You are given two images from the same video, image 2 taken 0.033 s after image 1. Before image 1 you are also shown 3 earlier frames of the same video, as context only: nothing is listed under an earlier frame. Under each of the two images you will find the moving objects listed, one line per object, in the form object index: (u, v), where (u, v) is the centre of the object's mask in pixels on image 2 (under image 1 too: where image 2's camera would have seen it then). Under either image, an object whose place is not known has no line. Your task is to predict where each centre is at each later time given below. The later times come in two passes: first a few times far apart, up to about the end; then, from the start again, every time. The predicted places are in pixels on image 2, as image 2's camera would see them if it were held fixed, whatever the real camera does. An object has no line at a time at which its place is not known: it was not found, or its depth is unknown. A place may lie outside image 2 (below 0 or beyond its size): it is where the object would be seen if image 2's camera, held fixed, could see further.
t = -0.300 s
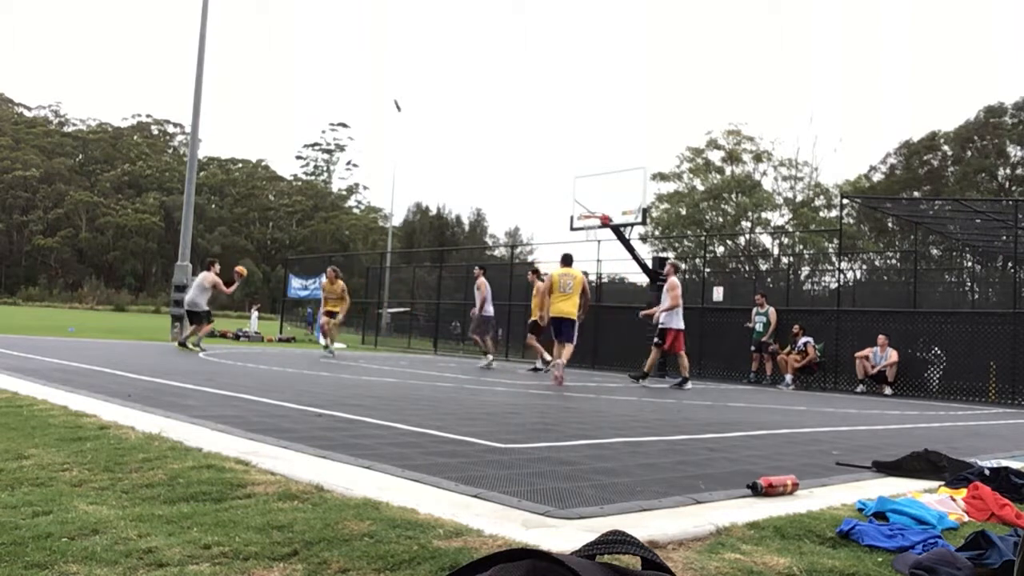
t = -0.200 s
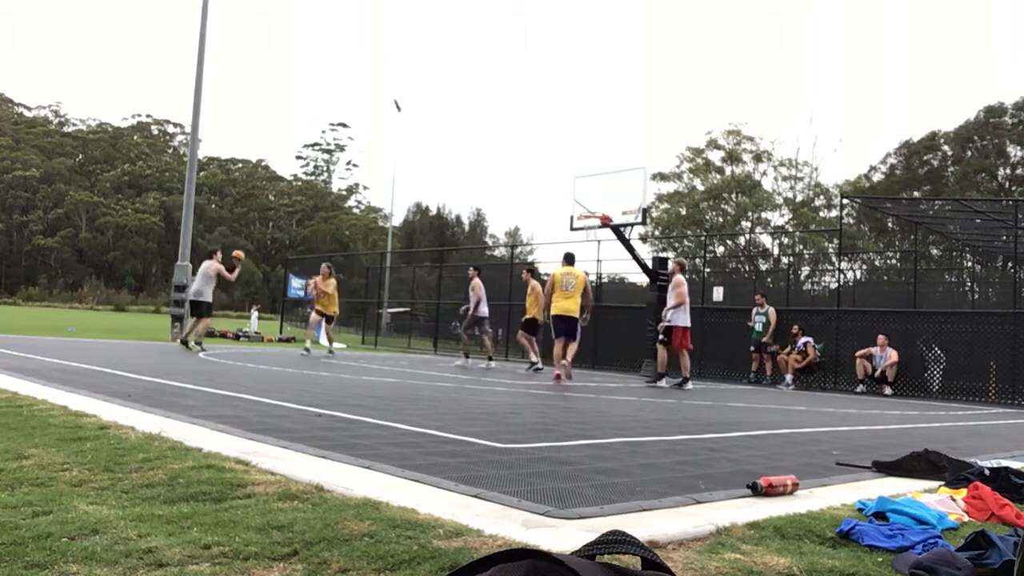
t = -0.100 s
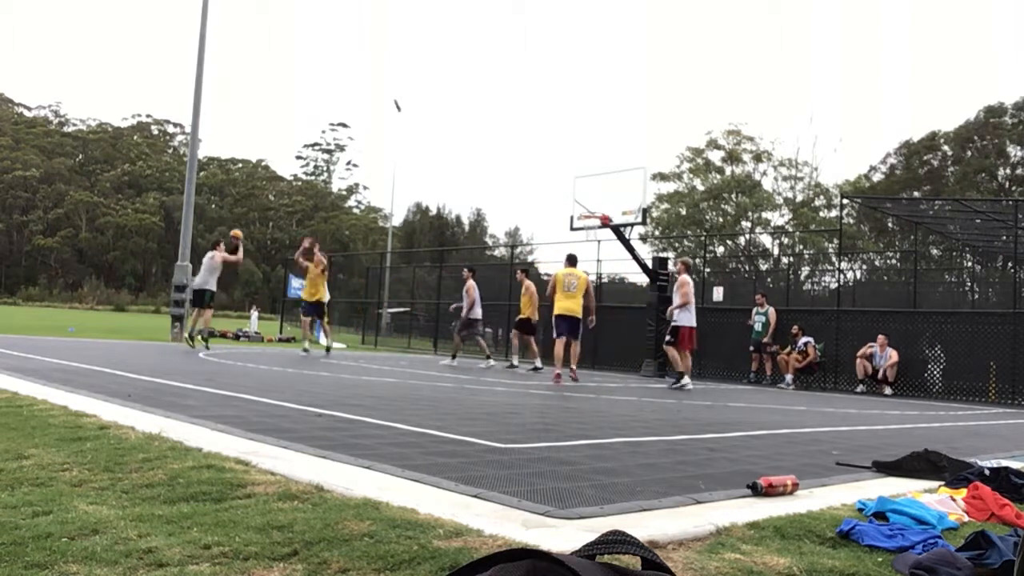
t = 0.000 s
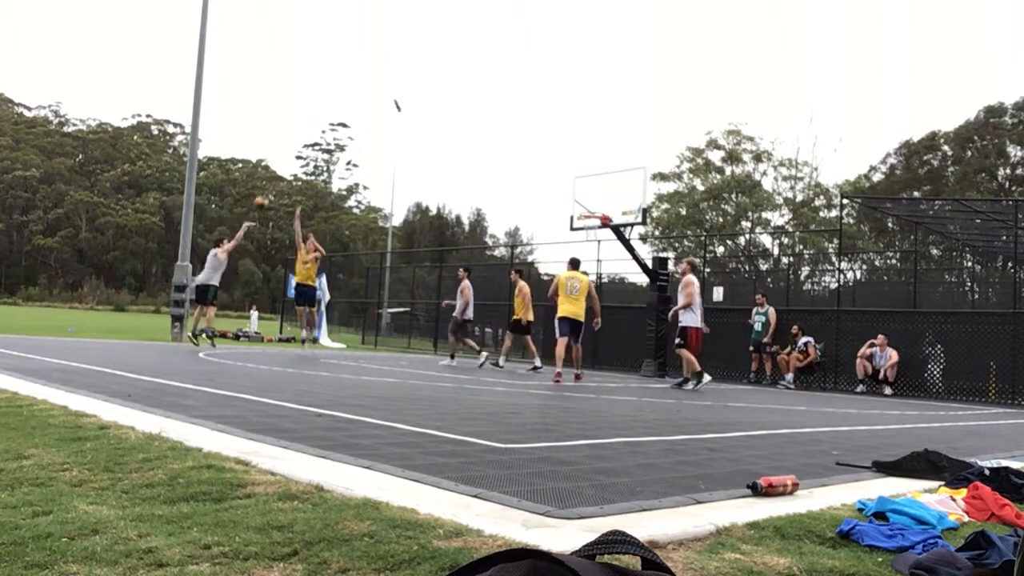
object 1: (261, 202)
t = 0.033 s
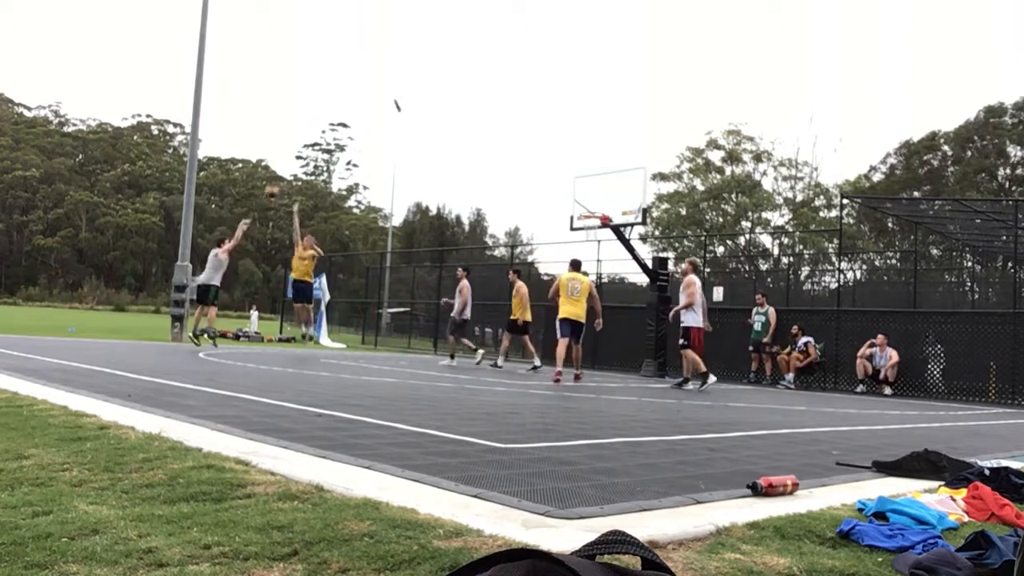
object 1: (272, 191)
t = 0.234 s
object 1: (331, 139)
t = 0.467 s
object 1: (395, 109)
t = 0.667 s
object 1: (448, 105)
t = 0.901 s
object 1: (506, 127)
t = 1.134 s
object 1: (561, 175)
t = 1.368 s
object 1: (605, 229)
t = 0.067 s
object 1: (281, 182)
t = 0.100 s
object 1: (292, 173)
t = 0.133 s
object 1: (302, 162)
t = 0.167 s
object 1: (311, 154)
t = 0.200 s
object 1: (320, 145)
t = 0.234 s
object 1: (331, 139)
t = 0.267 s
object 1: (339, 134)
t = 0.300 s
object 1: (350, 128)
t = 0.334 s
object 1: (359, 123)
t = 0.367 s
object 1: (368, 119)
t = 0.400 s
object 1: (377, 115)
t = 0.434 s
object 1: (386, 111)
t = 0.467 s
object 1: (395, 109)
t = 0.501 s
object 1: (403, 107)
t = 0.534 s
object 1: (413, 106)
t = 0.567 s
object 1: (422, 105)
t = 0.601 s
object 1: (430, 105)
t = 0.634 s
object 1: (439, 105)
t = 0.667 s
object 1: (448, 105)
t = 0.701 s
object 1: (456, 107)
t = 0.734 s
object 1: (465, 109)
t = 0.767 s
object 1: (473, 112)
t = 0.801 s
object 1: (481, 115)
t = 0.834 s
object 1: (490, 118)
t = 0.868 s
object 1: (498, 122)
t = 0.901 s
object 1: (506, 127)
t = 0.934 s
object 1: (514, 133)
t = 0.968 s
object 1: (522, 138)
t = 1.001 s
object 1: (530, 144)
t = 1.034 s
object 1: (538, 151)
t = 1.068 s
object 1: (546, 158)
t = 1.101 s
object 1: (553, 167)
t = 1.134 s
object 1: (561, 175)
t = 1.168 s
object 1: (569, 184)
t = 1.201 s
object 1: (576, 194)
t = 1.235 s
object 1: (583, 204)
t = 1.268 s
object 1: (592, 215)
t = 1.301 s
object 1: (599, 224)
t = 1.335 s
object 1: (604, 227)
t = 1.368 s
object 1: (605, 229)
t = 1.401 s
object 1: (607, 232)
